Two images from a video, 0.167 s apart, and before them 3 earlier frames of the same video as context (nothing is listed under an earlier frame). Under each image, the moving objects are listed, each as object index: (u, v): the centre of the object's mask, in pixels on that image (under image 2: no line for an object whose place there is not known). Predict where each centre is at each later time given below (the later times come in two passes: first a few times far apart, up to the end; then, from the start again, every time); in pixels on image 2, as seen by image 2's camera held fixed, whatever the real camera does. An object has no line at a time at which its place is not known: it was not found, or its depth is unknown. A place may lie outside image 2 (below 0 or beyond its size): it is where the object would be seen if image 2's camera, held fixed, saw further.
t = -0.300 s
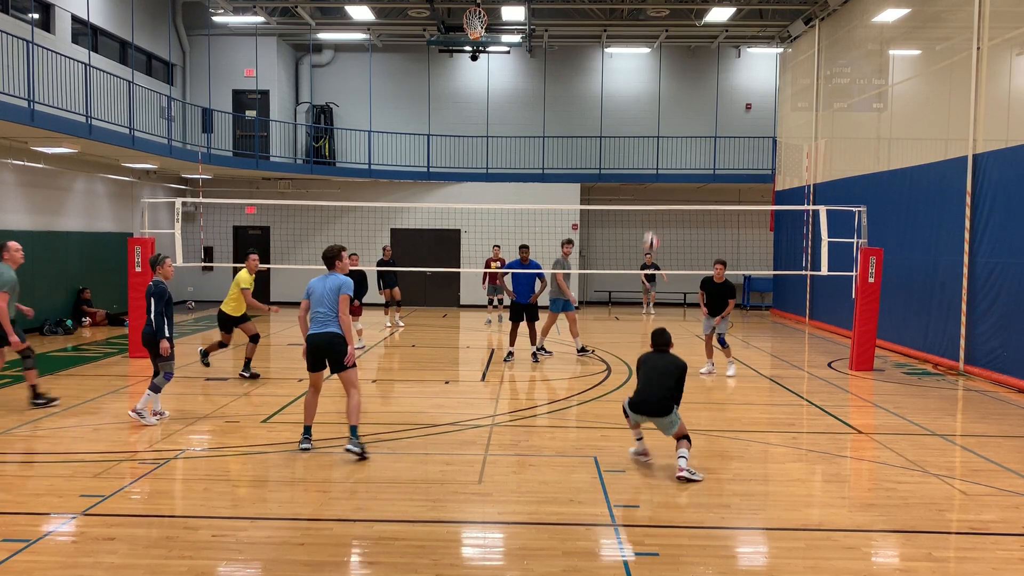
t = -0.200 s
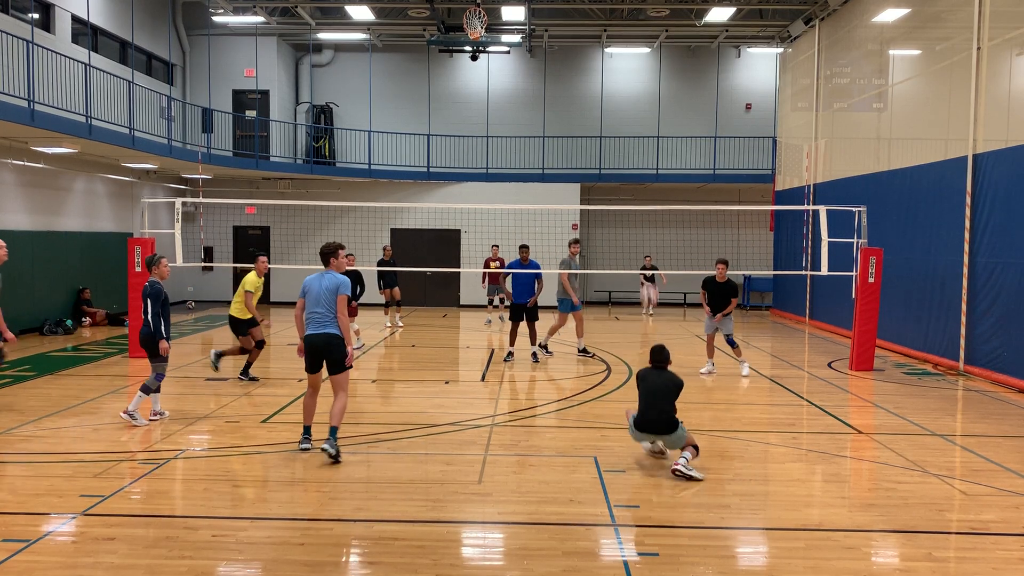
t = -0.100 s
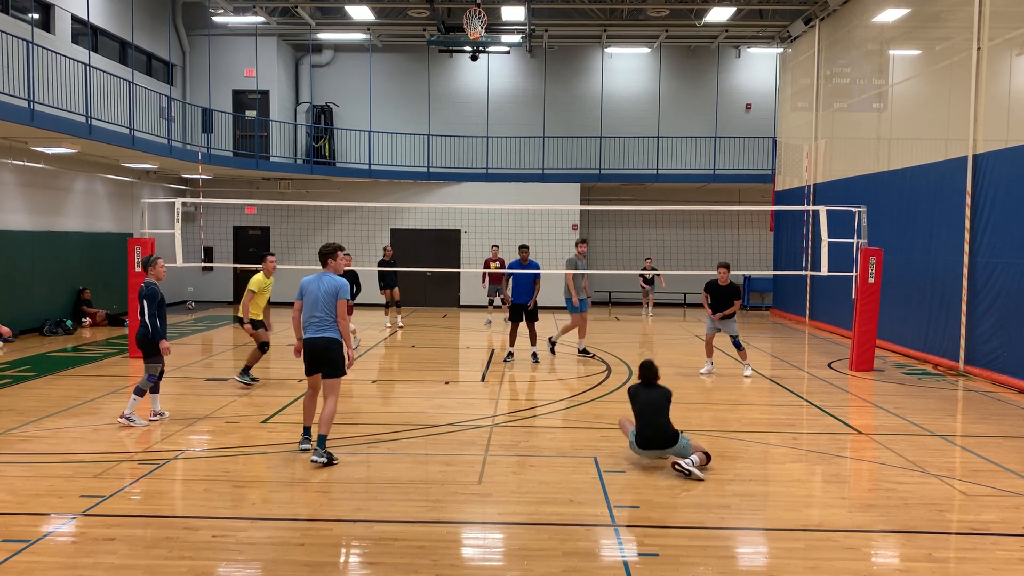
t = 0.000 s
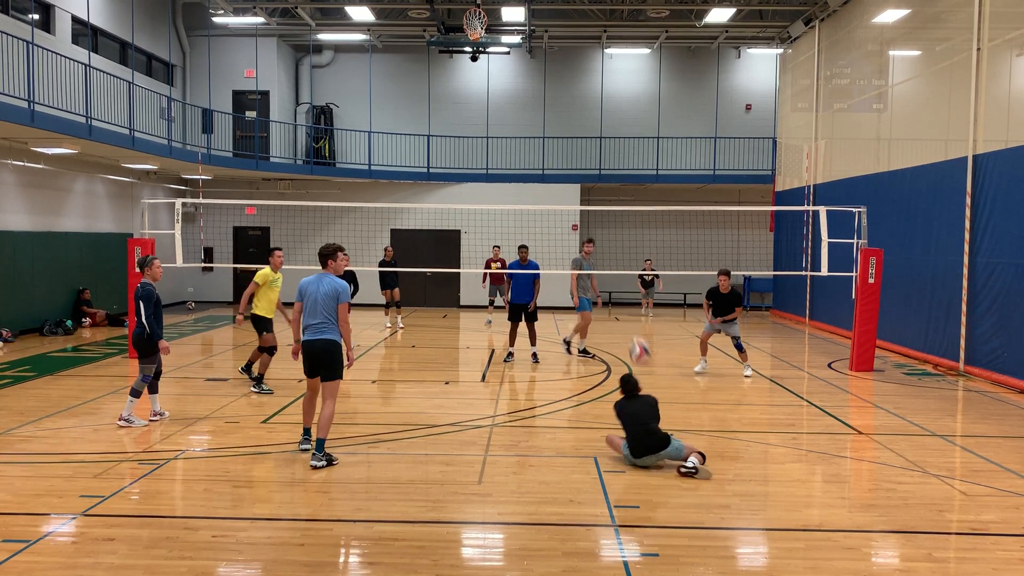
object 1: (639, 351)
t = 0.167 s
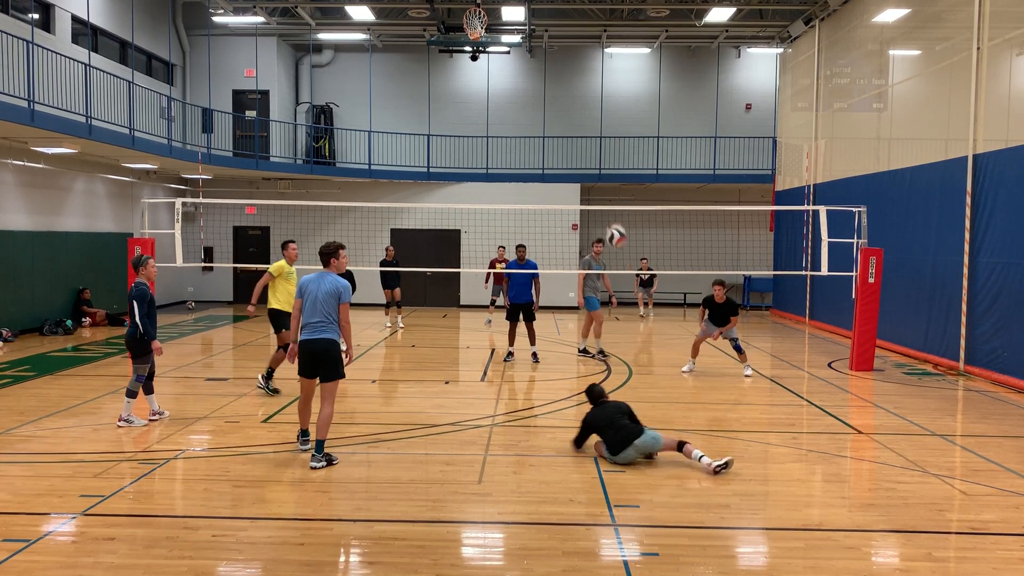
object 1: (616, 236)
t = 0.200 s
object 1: (612, 218)
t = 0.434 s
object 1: (584, 129)
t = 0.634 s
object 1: (563, 99)
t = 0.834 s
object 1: (544, 102)
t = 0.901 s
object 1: (538, 109)
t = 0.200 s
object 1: (612, 218)
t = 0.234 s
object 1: (608, 201)
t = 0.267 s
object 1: (604, 186)
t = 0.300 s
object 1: (600, 173)
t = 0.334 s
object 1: (596, 159)
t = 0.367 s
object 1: (592, 148)
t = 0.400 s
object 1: (588, 138)
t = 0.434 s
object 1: (584, 129)
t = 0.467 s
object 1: (581, 122)
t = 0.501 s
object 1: (577, 115)
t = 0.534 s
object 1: (573, 110)
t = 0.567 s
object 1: (570, 105)
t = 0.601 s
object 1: (566, 101)
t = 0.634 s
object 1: (563, 99)
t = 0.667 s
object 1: (560, 97)
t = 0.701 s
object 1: (557, 96)
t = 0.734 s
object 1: (553, 96)
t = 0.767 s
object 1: (550, 97)
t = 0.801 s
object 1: (547, 99)
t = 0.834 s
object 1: (544, 102)
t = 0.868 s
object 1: (541, 105)
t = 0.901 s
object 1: (538, 109)
